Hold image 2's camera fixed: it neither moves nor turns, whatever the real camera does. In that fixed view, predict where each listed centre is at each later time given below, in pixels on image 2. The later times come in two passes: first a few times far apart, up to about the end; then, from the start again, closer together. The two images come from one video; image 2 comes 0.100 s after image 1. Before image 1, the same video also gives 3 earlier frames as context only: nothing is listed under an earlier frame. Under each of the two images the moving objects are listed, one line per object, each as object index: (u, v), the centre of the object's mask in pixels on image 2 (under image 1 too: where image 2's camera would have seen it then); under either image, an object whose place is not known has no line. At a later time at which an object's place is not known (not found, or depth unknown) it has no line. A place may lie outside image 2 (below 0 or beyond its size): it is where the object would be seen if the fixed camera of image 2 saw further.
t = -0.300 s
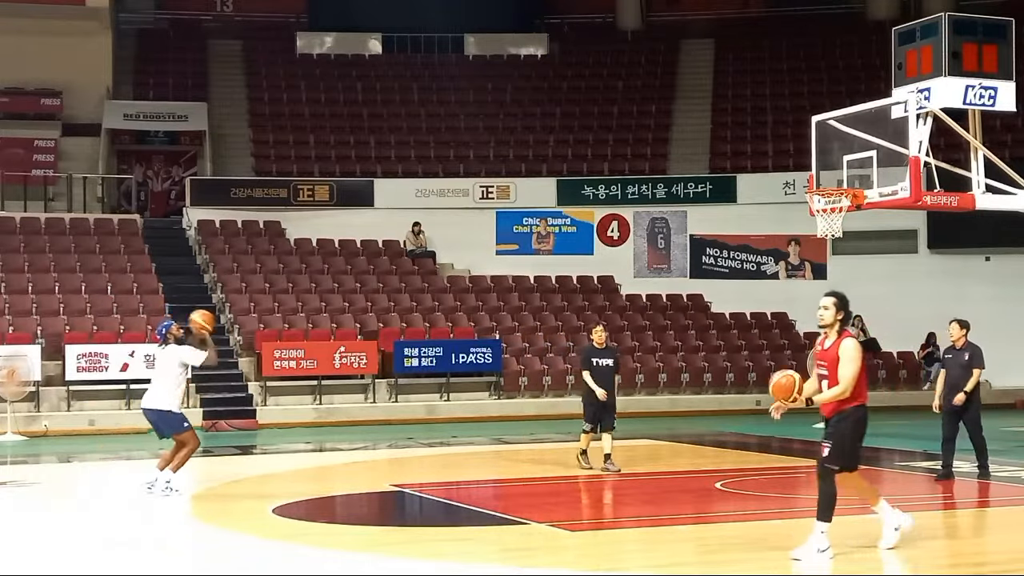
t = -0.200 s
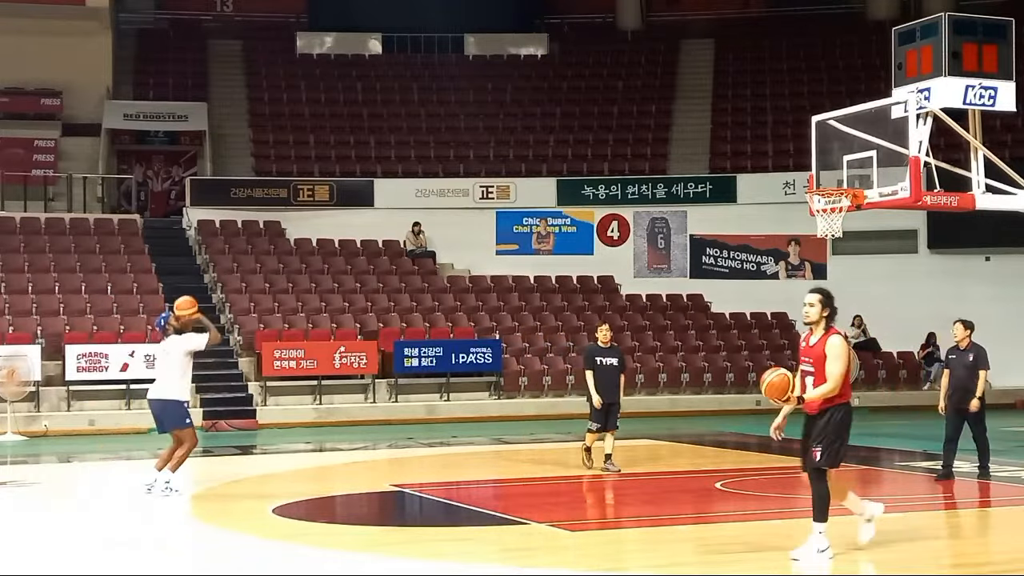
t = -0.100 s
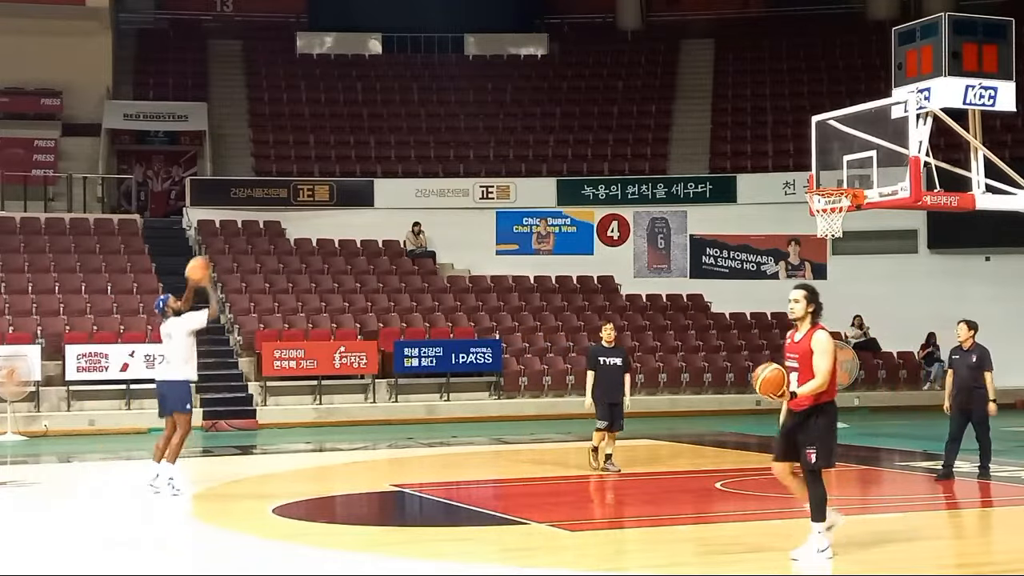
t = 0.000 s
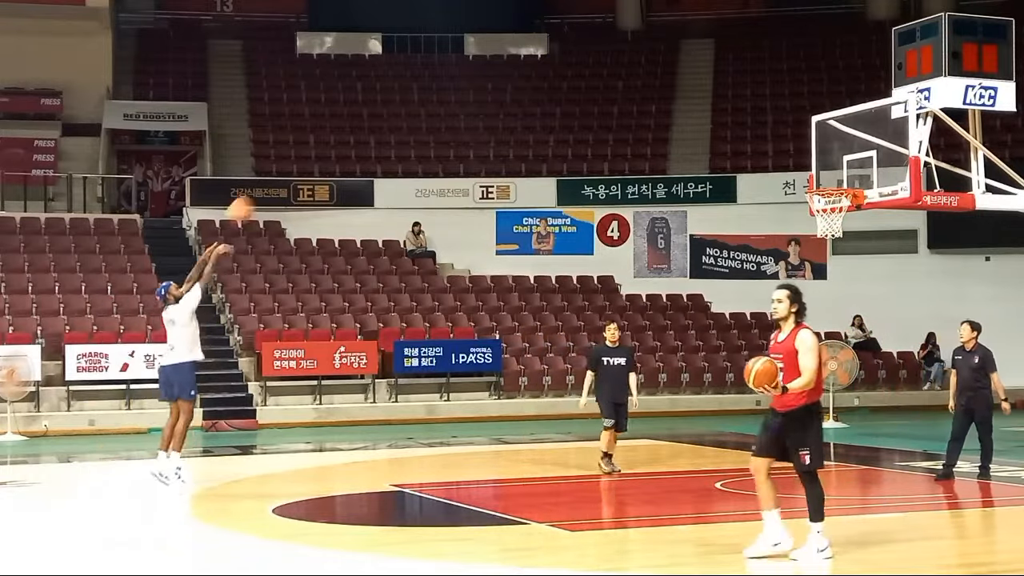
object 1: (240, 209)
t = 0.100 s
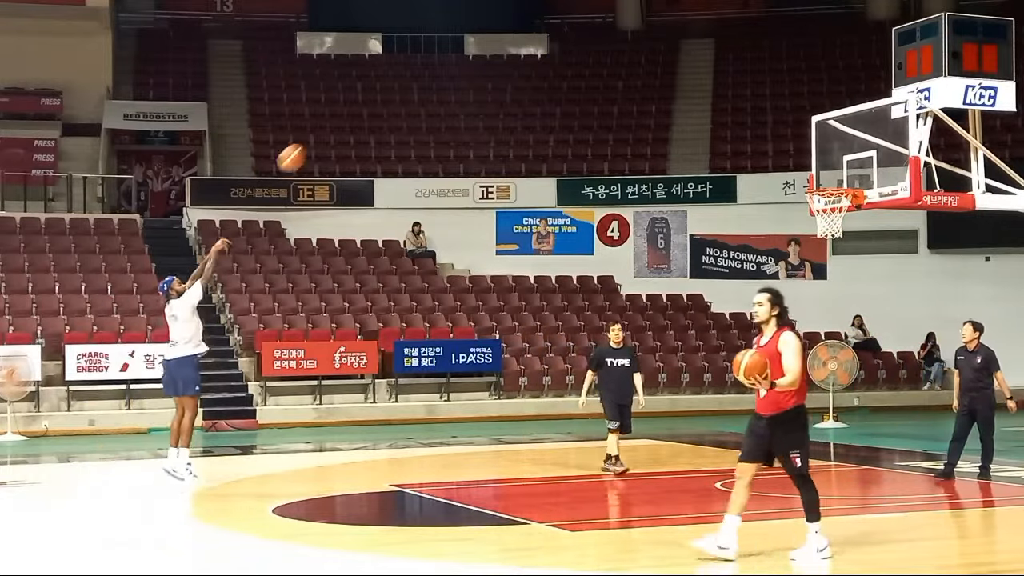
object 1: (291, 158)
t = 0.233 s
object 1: (358, 103)
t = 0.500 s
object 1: (490, 44)
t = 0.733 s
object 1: (604, 47)
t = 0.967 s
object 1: (715, 99)
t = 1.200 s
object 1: (817, 173)
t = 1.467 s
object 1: (863, 138)
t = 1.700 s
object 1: (846, 144)
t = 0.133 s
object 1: (309, 143)
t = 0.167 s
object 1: (325, 128)
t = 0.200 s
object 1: (342, 115)
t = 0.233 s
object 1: (358, 103)
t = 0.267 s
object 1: (375, 92)
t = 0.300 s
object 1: (392, 83)
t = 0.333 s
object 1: (408, 74)
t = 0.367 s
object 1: (425, 66)
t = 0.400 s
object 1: (441, 59)
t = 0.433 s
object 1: (457, 53)
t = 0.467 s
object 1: (474, 49)
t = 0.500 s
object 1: (490, 44)
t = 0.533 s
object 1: (506, 41)
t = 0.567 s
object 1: (523, 40)
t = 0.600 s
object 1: (540, 39)
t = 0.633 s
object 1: (555, 40)
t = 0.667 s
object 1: (572, 41)
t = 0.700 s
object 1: (587, 43)
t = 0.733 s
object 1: (604, 47)
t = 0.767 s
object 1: (619, 51)
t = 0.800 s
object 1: (635, 56)
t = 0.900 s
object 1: (683, 78)
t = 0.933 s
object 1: (700, 88)
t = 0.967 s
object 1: (715, 99)
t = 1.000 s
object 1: (731, 110)
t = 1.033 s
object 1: (747, 123)
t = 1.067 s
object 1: (763, 136)
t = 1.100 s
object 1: (780, 151)
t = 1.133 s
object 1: (795, 164)
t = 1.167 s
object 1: (810, 180)
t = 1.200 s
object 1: (817, 173)
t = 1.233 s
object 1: (824, 164)
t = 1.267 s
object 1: (830, 157)
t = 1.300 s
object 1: (837, 152)
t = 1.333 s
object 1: (844, 147)
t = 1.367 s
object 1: (850, 144)
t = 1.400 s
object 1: (856, 141)
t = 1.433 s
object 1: (863, 140)
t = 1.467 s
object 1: (863, 138)
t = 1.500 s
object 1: (861, 135)
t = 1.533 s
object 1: (858, 134)
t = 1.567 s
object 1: (856, 134)
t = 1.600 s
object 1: (854, 135)
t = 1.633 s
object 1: (851, 137)
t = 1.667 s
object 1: (848, 140)
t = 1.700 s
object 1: (846, 144)
